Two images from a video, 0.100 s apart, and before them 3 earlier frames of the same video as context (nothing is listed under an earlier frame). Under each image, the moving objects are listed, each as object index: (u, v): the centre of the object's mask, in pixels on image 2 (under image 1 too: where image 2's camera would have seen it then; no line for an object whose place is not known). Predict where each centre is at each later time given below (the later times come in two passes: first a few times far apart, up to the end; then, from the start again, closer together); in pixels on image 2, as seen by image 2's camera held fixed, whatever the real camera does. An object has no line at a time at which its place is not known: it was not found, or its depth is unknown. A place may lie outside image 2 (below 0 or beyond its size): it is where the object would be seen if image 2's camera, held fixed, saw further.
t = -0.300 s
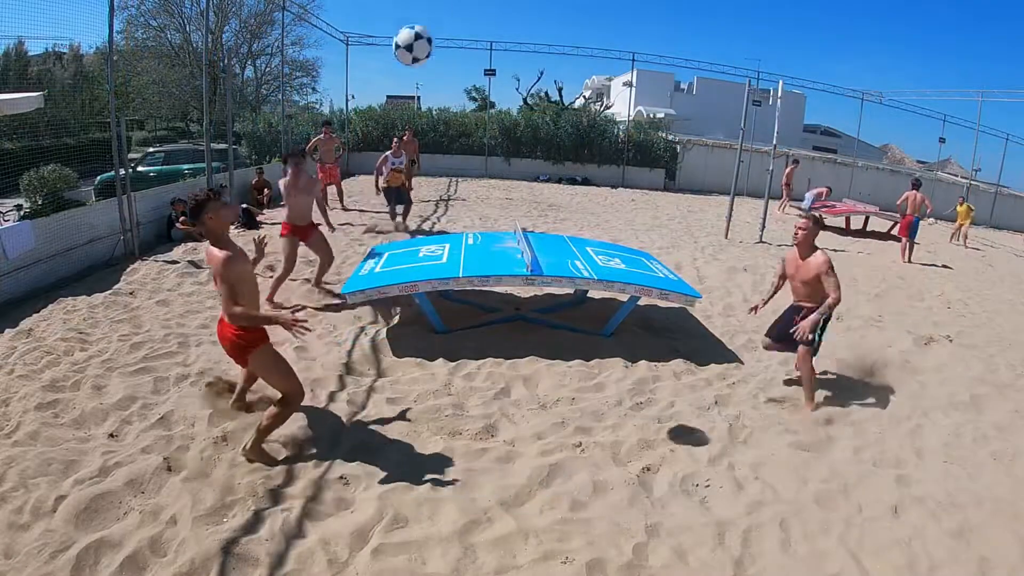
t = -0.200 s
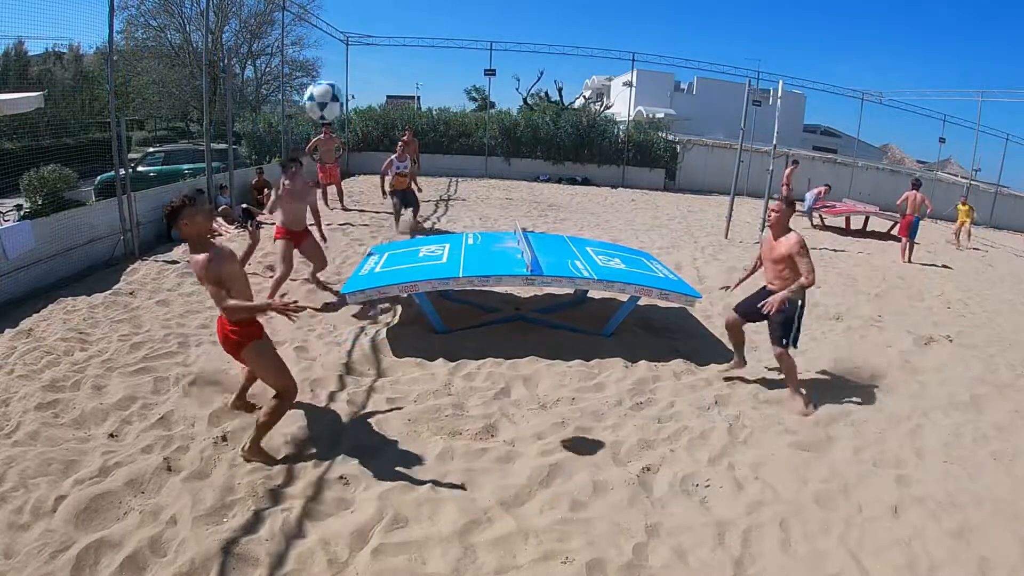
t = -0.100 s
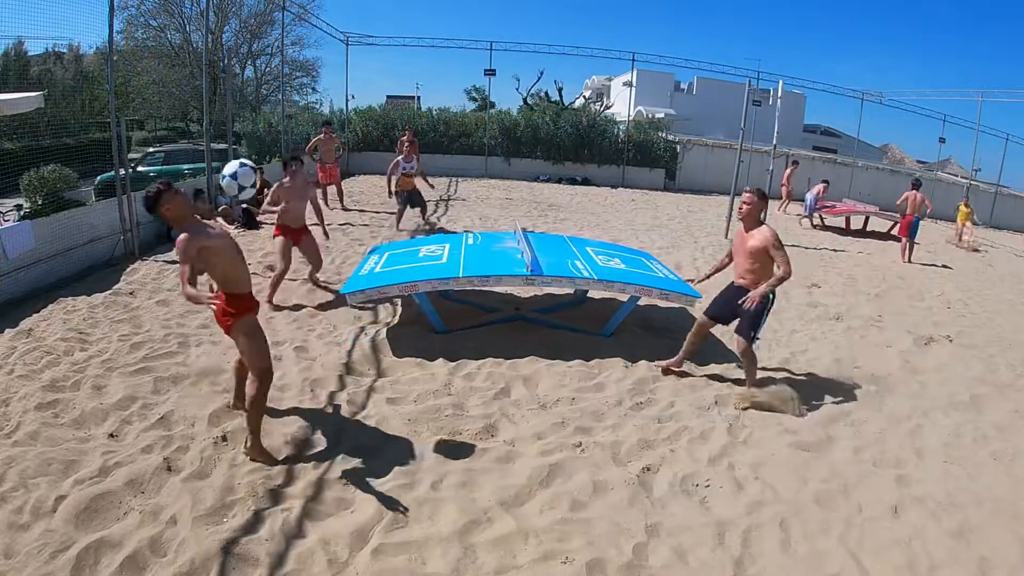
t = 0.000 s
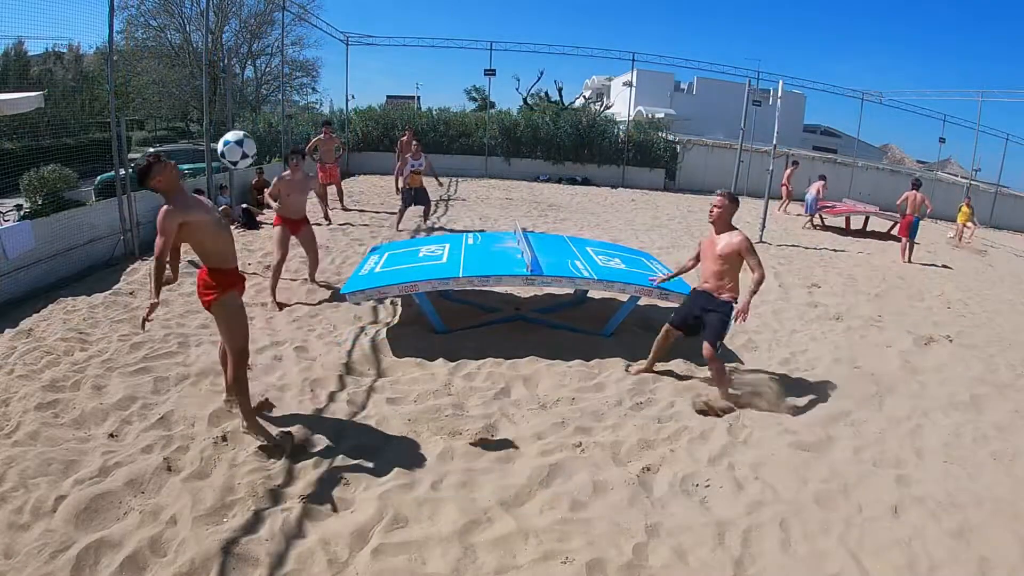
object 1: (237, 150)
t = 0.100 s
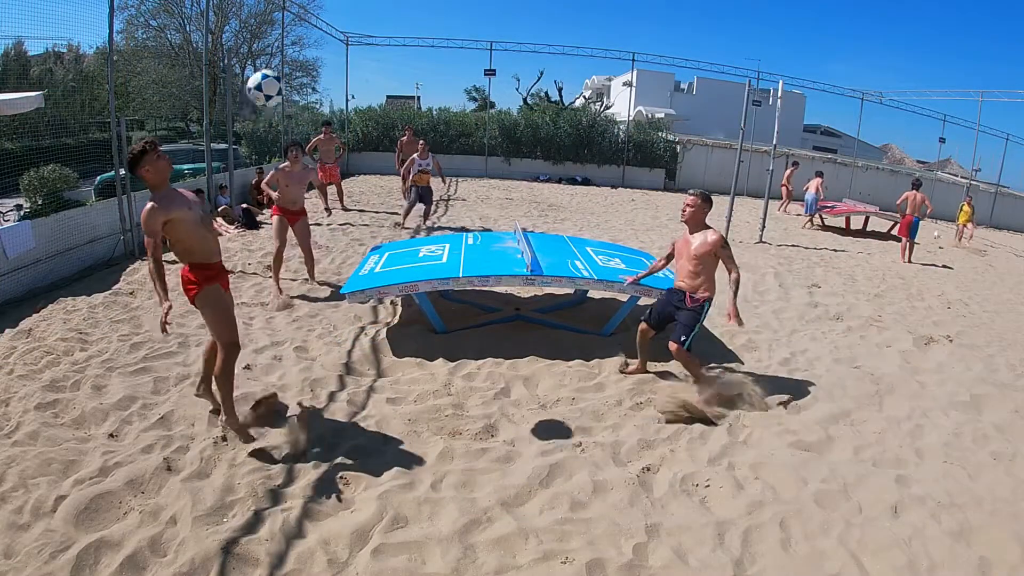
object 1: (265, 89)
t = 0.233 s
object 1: (304, 38)
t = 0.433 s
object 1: (355, 23)
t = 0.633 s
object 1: (397, 66)
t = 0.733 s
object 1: (414, 105)
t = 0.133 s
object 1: (275, 72)
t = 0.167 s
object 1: (284, 59)
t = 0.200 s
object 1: (293, 48)
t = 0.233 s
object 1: (304, 38)
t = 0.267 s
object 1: (314, 31)
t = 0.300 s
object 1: (322, 26)
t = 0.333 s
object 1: (330, 22)
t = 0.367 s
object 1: (339, 20)
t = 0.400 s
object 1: (347, 20)
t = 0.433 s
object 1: (355, 23)
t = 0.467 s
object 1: (362, 26)
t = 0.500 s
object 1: (370, 31)
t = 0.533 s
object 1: (377, 38)
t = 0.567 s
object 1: (384, 45)
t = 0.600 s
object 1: (390, 55)
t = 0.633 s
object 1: (397, 66)
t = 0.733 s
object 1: (414, 105)
